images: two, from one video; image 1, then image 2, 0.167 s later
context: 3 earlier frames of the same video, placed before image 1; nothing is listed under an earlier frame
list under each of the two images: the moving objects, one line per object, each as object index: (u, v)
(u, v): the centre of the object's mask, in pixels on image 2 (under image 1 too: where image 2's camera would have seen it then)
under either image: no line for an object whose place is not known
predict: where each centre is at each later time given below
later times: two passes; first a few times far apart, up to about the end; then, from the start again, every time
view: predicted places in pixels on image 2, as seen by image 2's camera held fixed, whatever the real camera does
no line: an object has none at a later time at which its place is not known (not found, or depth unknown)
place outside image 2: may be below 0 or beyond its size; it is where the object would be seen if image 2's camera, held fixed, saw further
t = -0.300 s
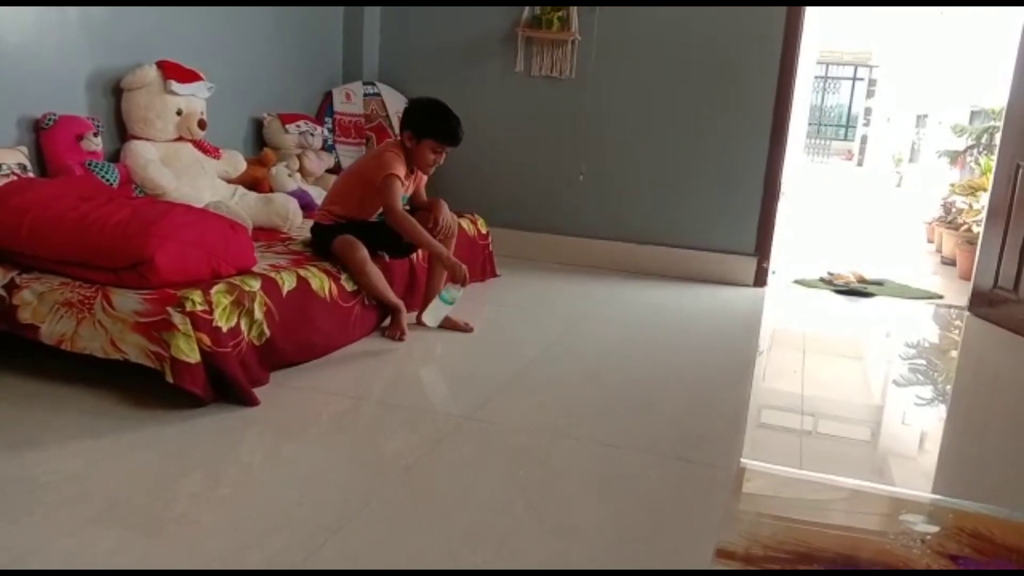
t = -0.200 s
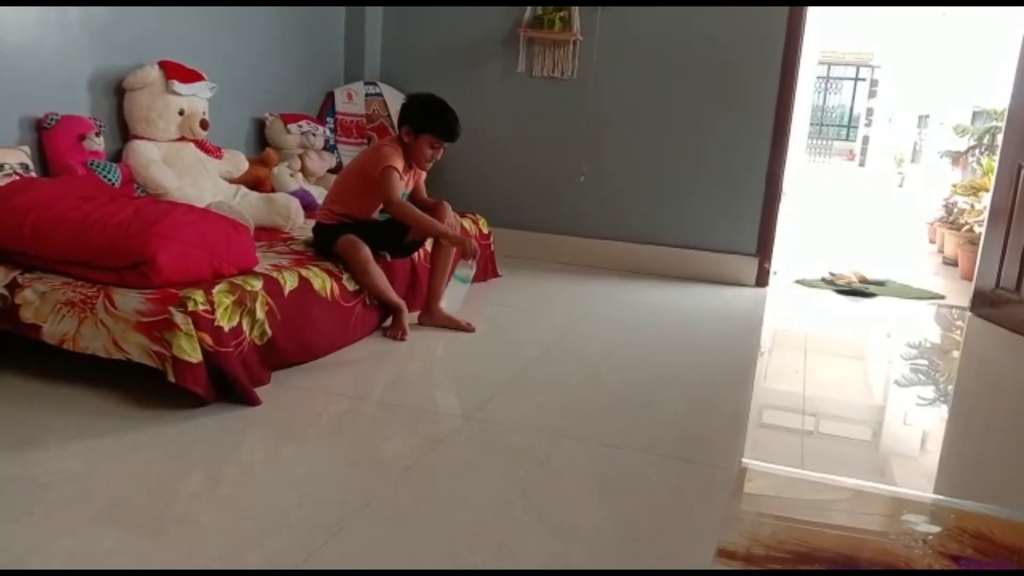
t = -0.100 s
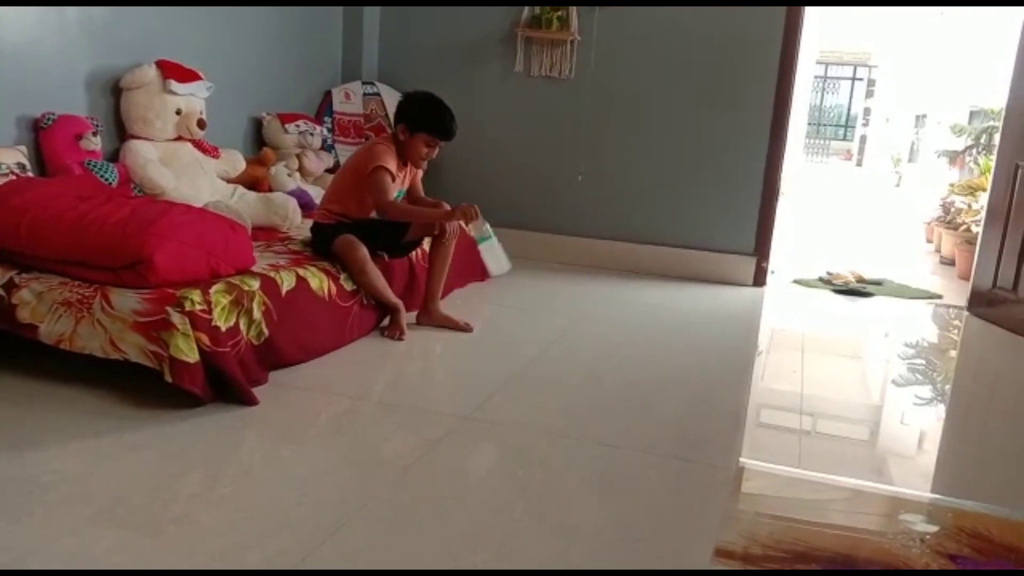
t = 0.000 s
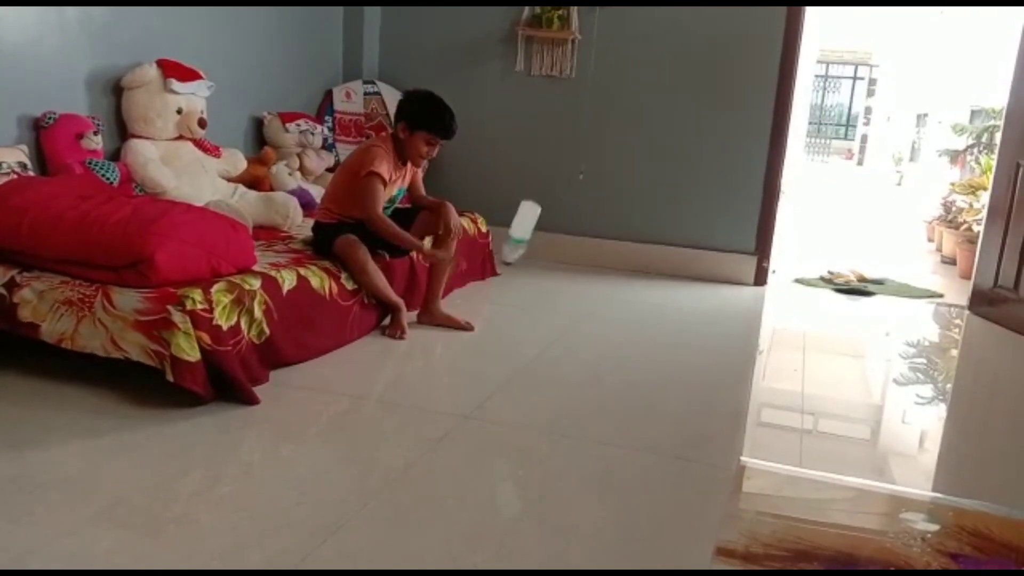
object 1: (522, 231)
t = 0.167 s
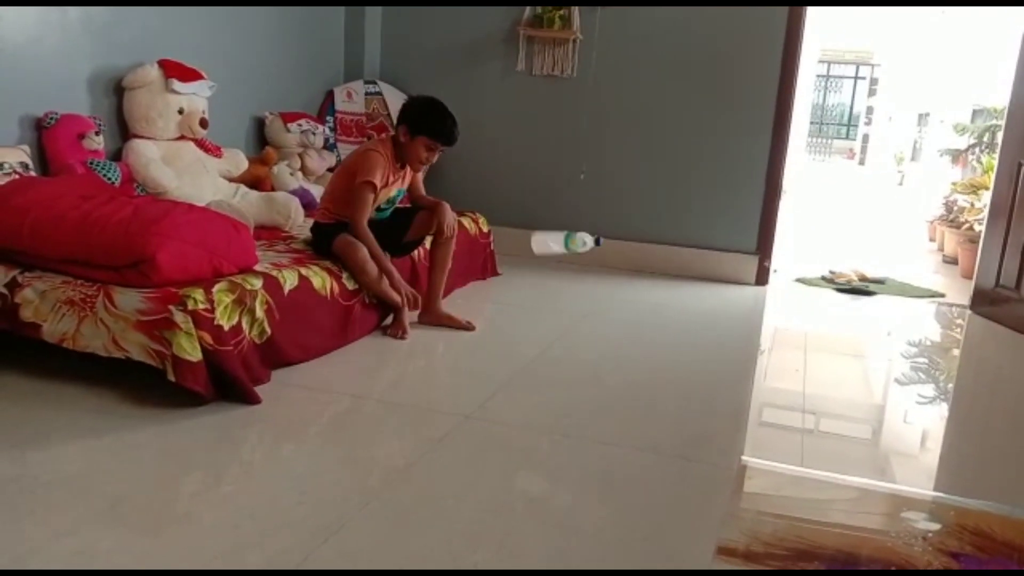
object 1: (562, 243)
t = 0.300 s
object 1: (580, 320)
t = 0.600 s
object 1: (579, 369)
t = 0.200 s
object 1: (569, 255)
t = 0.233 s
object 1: (574, 272)
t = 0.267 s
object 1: (577, 293)
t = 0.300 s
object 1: (580, 320)
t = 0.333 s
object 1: (583, 347)
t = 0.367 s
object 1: (579, 348)
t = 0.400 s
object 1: (578, 352)
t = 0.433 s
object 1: (578, 361)
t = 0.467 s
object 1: (577, 366)
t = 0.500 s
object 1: (578, 366)
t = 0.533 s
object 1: (578, 367)
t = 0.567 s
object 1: (579, 368)
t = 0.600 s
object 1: (579, 369)
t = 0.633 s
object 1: (578, 369)
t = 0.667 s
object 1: (578, 370)
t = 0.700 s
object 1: (577, 370)
